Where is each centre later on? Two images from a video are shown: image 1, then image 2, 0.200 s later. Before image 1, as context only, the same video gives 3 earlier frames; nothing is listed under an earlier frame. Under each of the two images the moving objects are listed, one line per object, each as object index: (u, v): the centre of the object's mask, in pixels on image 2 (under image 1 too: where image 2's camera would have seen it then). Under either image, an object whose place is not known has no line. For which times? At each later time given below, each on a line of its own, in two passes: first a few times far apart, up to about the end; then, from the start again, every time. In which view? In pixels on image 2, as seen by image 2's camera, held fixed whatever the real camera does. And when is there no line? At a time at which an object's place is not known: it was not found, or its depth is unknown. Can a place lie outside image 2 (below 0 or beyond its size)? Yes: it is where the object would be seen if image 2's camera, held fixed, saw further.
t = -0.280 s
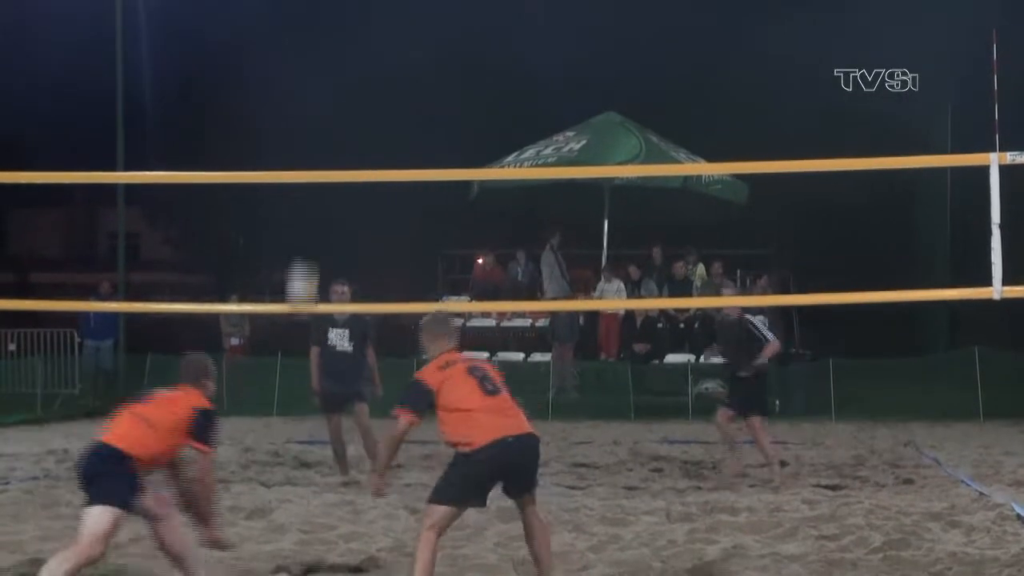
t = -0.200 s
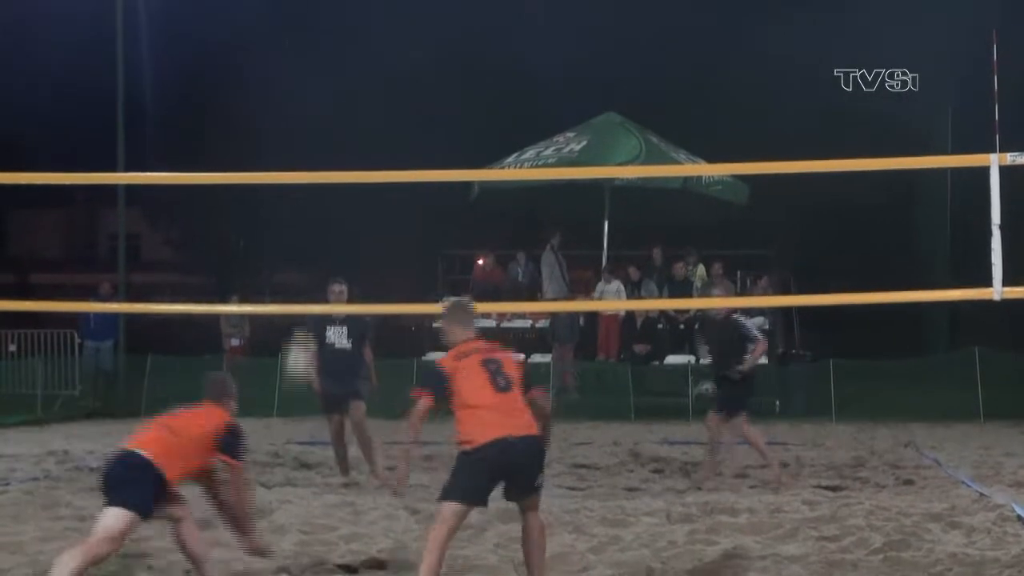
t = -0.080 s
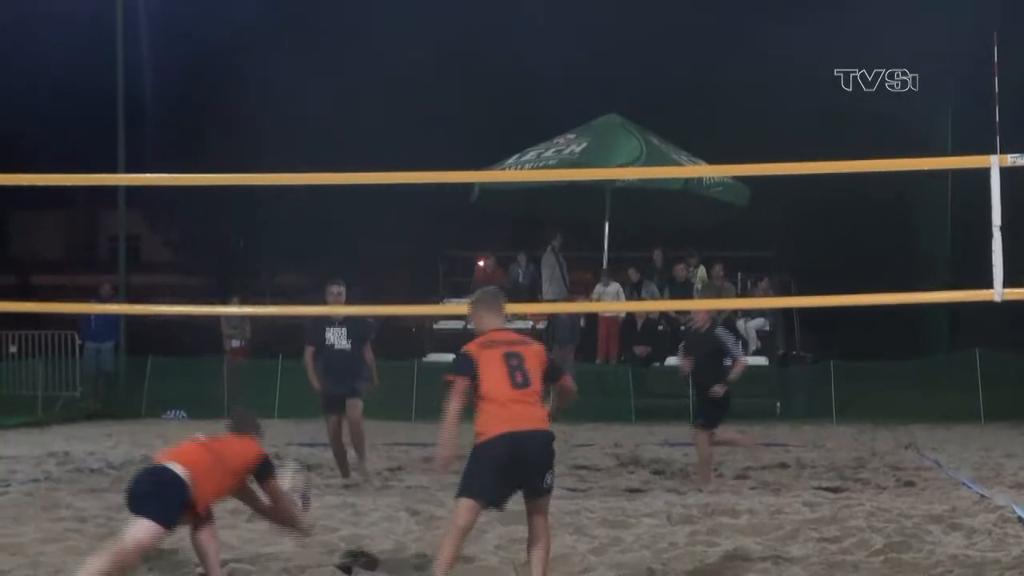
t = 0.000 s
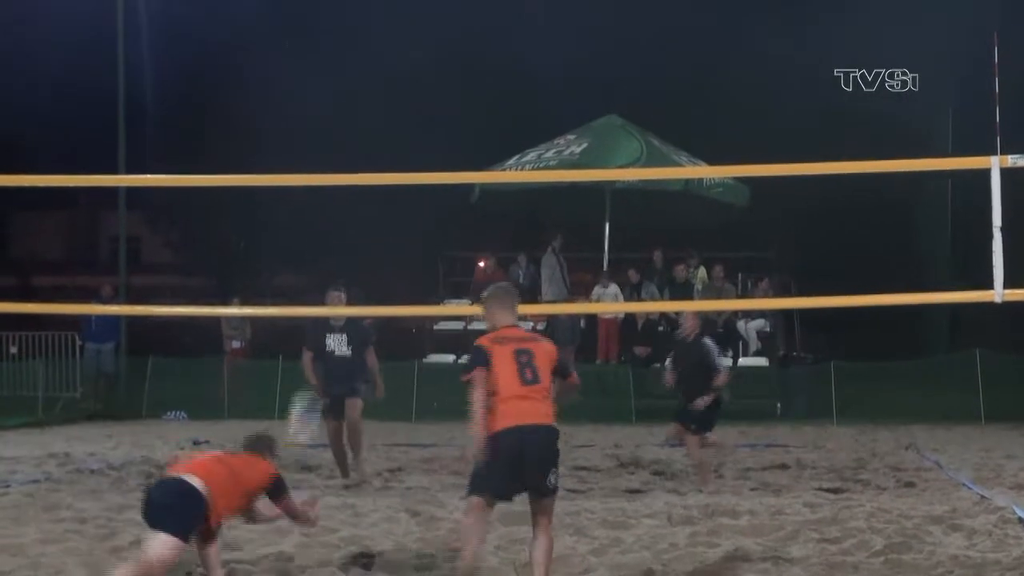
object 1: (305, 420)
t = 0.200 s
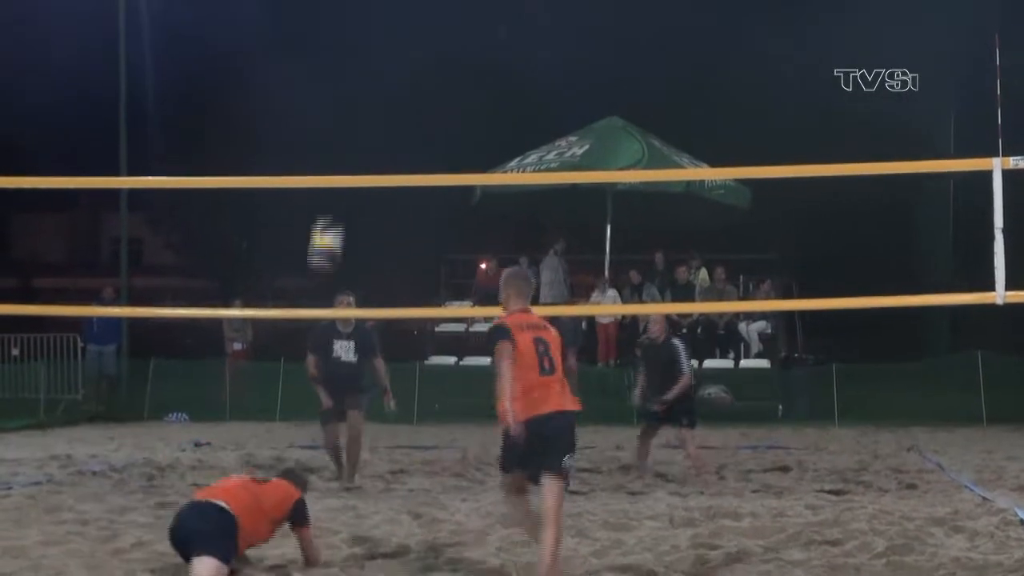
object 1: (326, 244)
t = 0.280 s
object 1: (333, 194)
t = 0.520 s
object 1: (357, 104)
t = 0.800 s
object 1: (382, 111)
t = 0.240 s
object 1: (330, 217)
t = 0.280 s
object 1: (333, 194)
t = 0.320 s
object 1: (337, 171)
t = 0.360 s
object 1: (341, 153)
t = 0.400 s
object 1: (345, 138)
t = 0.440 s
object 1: (349, 124)
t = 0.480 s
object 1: (353, 112)
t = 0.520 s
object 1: (357, 104)
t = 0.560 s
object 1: (361, 98)
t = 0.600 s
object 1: (364, 95)
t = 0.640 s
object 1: (367, 94)
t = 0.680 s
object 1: (371, 95)
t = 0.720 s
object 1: (375, 97)
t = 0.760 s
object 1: (379, 104)
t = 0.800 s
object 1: (382, 111)
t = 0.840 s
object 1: (385, 123)
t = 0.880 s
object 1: (389, 136)
